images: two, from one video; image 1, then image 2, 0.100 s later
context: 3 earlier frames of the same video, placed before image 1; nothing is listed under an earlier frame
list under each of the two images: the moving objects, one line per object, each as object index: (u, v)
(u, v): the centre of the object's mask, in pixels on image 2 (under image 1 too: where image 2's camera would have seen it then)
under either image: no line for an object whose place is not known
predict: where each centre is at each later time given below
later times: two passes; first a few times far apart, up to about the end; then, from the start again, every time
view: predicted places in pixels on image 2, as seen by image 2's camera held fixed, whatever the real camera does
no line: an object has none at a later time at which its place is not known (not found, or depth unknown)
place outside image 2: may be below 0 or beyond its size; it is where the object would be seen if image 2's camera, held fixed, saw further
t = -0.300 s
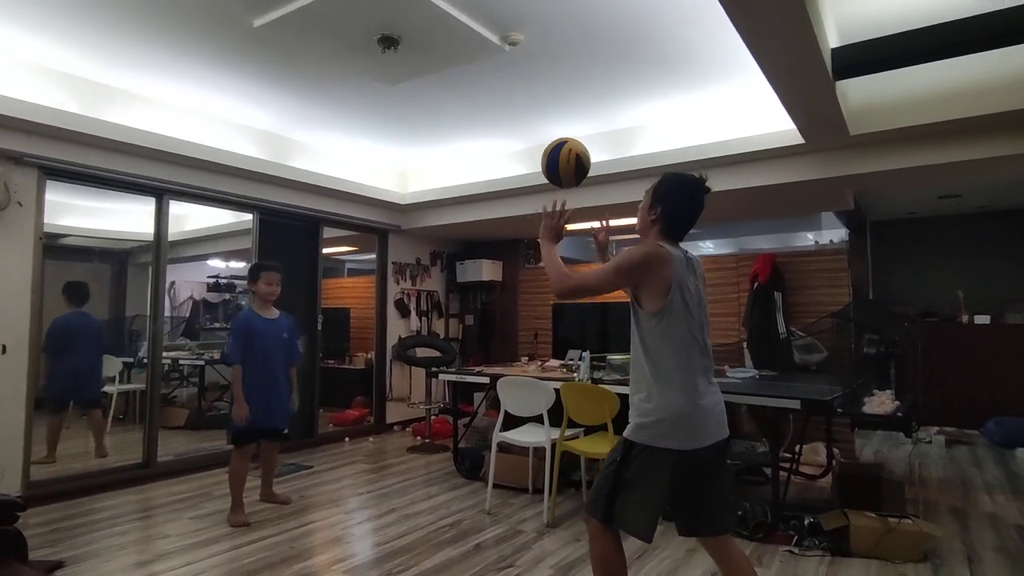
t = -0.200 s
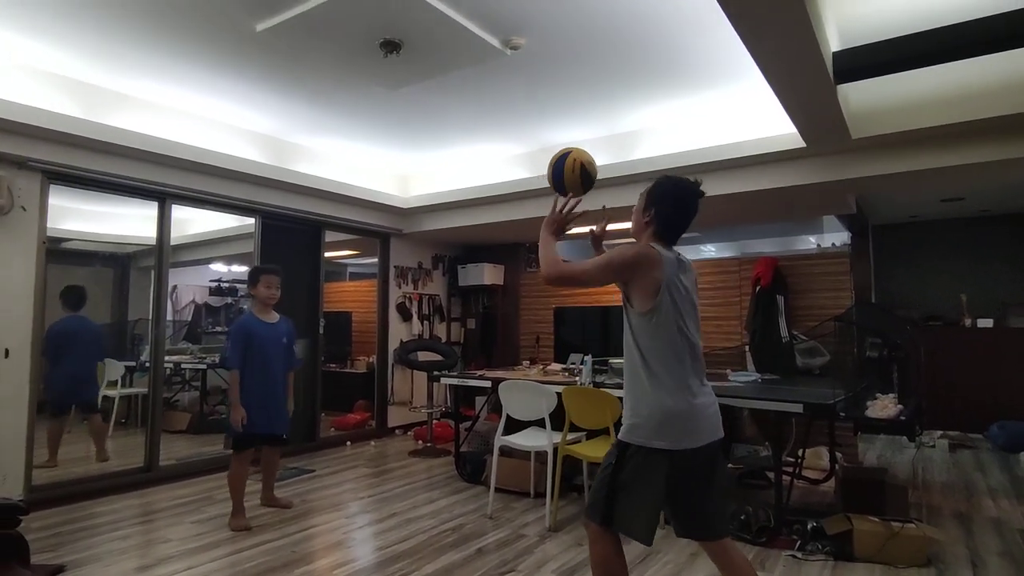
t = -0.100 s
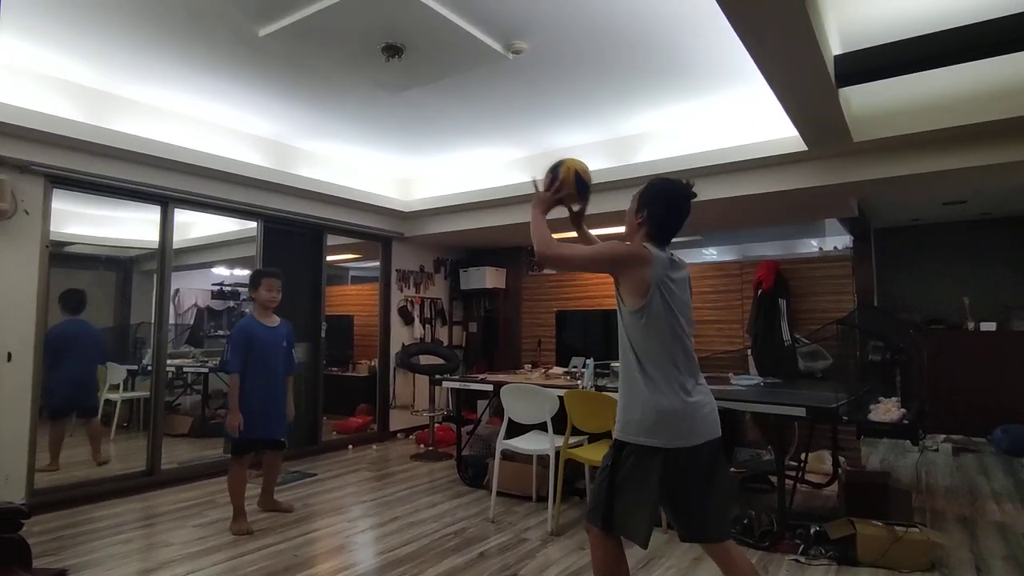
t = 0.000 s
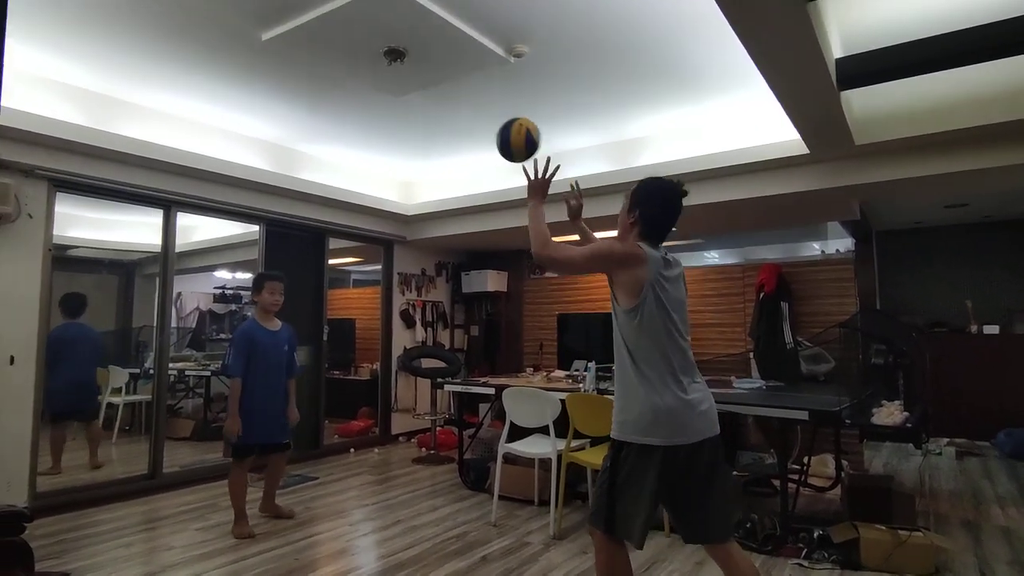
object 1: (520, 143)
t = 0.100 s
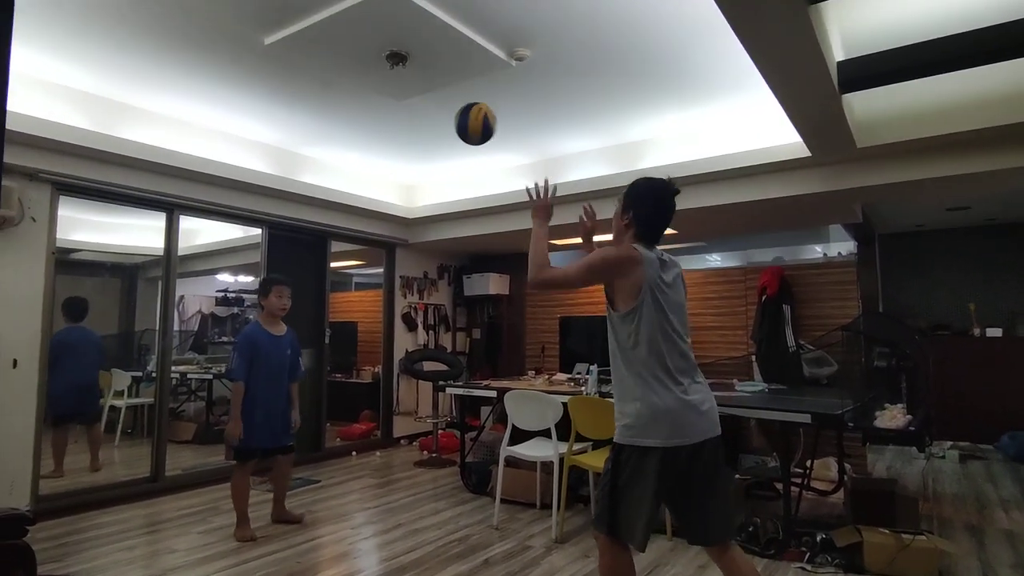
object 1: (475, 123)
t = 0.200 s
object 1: (436, 125)
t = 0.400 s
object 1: (371, 178)
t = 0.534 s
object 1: (333, 244)
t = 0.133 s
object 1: (462, 122)
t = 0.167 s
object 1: (449, 122)
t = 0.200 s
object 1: (436, 125)
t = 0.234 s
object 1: (425, 129)
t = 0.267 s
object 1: (413, 135)
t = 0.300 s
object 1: (402, 143)
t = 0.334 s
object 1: (391, 153)
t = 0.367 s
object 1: (381, 165)
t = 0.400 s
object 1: (371, 178)
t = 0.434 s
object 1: (361, 192)
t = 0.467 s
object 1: (351, 208)
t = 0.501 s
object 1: (342, 226)
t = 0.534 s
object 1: (333, 244)
